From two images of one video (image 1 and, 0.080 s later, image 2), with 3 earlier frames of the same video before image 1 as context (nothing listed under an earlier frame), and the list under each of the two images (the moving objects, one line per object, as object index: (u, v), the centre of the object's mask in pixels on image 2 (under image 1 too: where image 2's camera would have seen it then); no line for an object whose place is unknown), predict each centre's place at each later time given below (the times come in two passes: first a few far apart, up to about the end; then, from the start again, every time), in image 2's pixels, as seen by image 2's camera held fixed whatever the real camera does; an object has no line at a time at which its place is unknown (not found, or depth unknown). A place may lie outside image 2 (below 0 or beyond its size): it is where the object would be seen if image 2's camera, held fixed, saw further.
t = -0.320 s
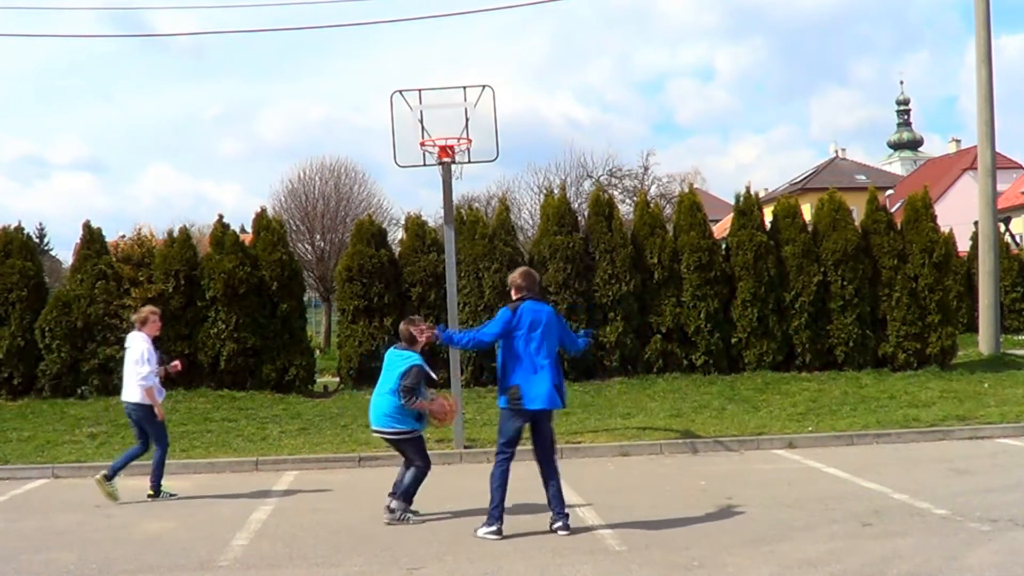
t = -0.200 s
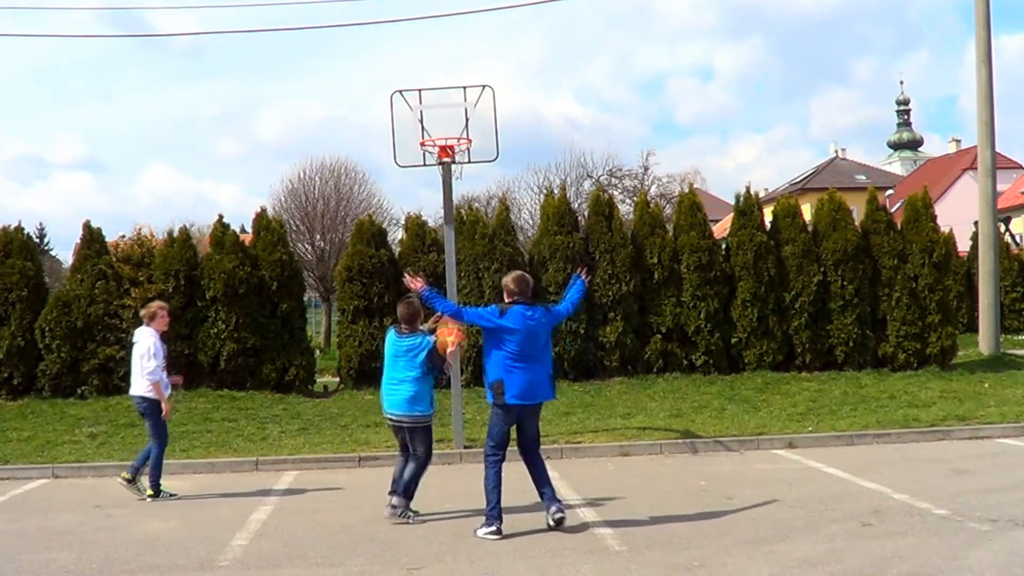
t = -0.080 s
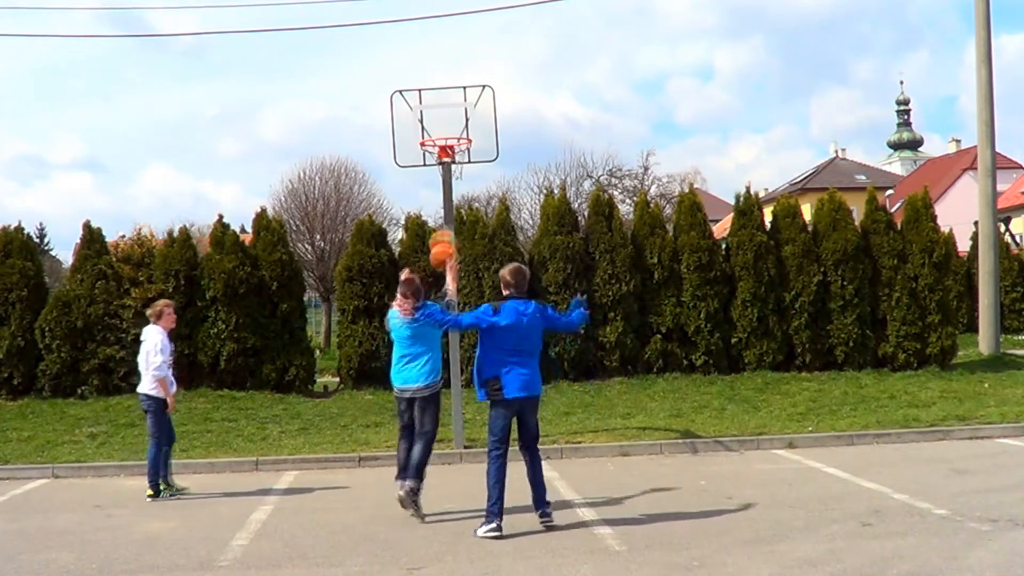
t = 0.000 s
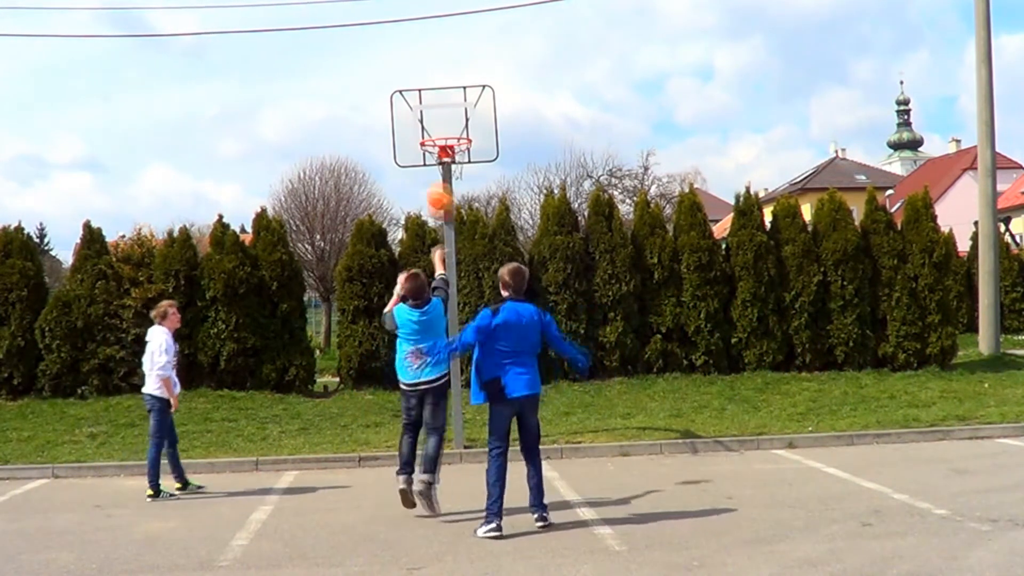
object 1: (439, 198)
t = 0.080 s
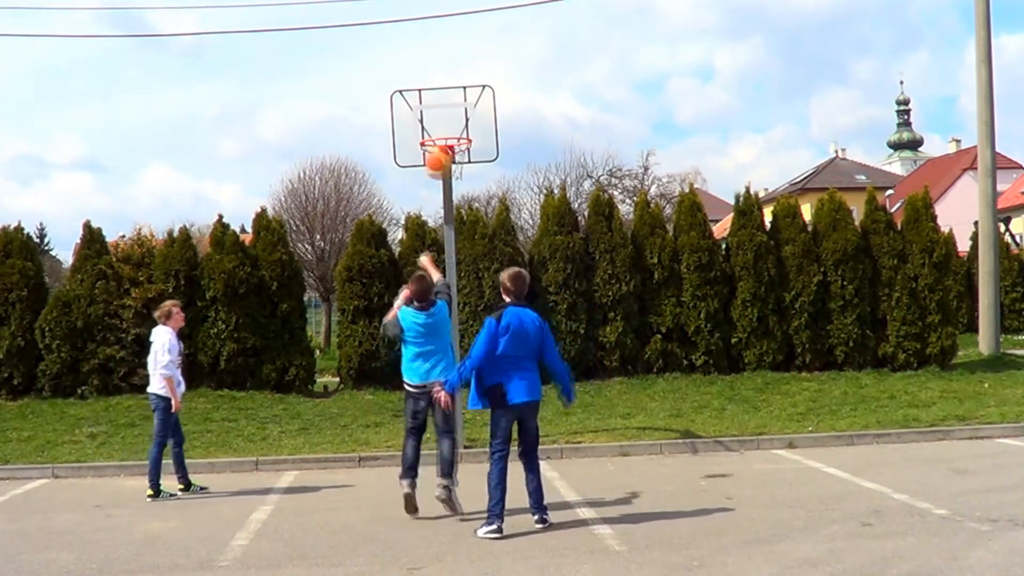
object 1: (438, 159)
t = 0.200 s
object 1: (435, 119)
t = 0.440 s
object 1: (431, 91)
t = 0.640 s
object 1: (431, 113)
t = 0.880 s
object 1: (418, 131)
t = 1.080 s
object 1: (403, 147)
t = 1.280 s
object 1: (389, 206)
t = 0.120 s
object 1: (436, 144)
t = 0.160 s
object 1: (436, 129)
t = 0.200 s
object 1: (435, 119)
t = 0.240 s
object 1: (434, 109)
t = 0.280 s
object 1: (433, 102)
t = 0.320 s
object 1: (432, 96)
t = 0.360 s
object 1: (432, 93)
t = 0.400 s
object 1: (432, 91)
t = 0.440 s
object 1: (431, 91)
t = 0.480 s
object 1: (431, 92)
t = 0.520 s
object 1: (431, 95)
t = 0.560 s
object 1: (431, 99)
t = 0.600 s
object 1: (431, 105)
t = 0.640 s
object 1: (431, 113)
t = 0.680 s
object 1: (431, 123)
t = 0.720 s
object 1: (430, 131)
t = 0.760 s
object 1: (427, 132)
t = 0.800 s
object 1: (424, 131)
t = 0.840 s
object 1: (421, 131)
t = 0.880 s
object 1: (418, 131)
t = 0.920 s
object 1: (415, 132)
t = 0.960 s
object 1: (412, 133)
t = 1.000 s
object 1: (409, 136)
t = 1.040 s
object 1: (406, 141)
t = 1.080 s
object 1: (403, 147)
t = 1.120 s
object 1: (400, 156)
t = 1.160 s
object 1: (398, 166)
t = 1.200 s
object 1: (395, 176)
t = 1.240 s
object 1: (392, 191)
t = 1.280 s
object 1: (389, 206)
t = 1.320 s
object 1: (386, 222)
